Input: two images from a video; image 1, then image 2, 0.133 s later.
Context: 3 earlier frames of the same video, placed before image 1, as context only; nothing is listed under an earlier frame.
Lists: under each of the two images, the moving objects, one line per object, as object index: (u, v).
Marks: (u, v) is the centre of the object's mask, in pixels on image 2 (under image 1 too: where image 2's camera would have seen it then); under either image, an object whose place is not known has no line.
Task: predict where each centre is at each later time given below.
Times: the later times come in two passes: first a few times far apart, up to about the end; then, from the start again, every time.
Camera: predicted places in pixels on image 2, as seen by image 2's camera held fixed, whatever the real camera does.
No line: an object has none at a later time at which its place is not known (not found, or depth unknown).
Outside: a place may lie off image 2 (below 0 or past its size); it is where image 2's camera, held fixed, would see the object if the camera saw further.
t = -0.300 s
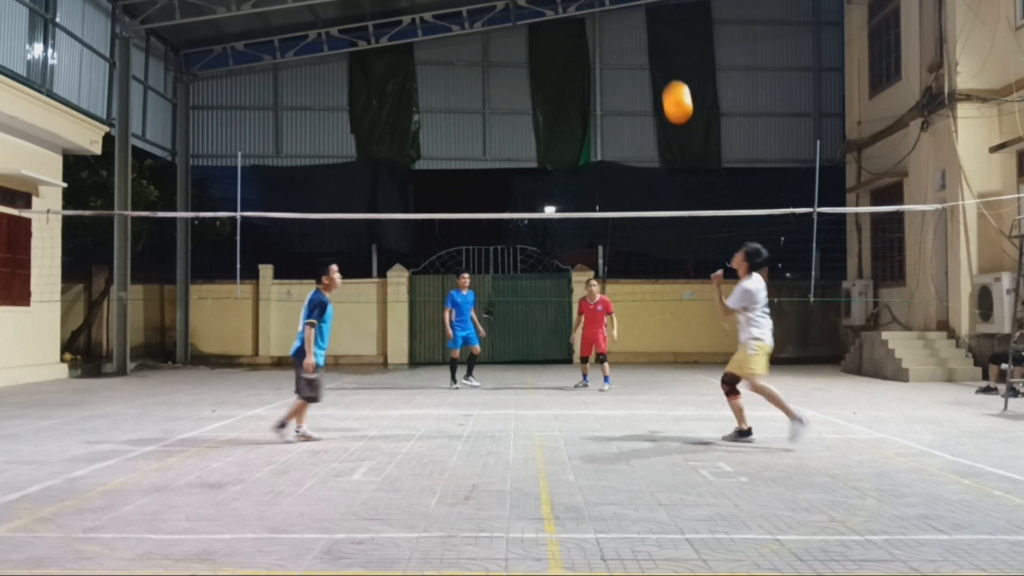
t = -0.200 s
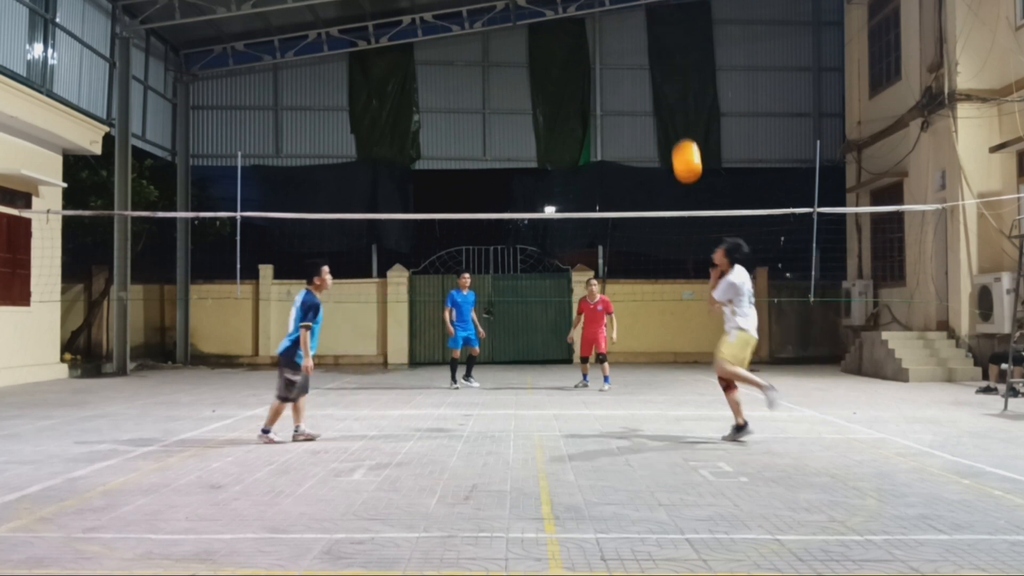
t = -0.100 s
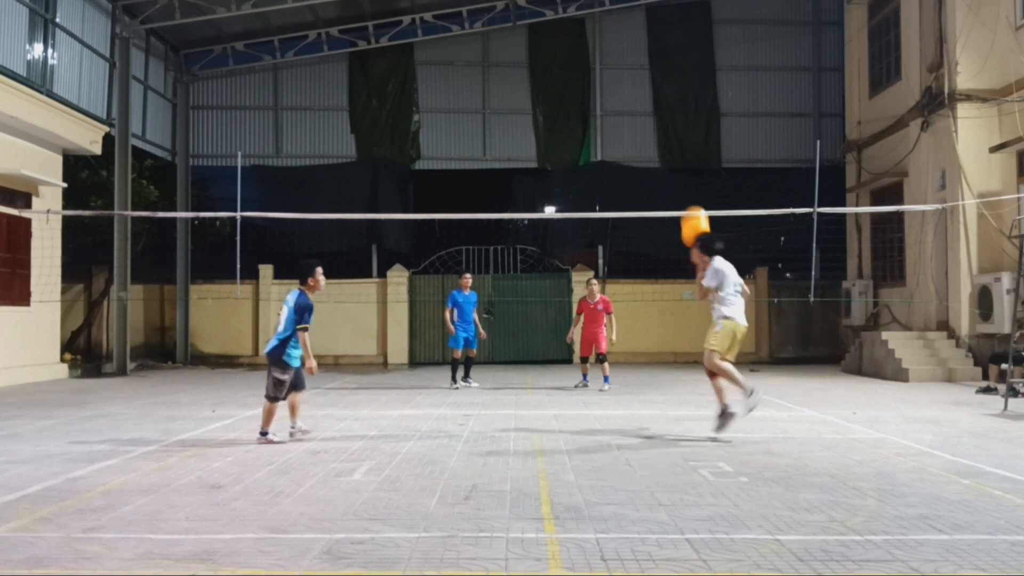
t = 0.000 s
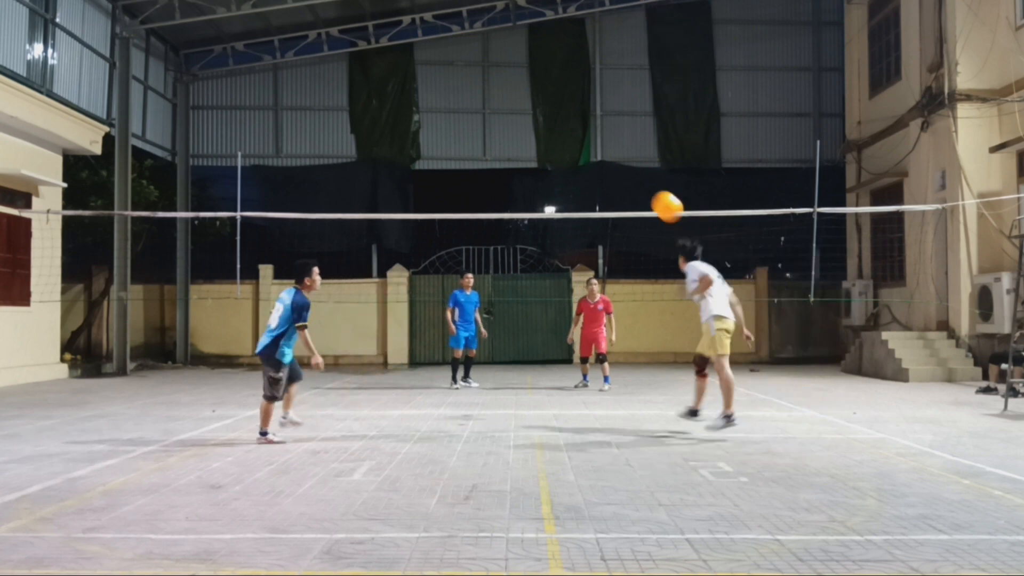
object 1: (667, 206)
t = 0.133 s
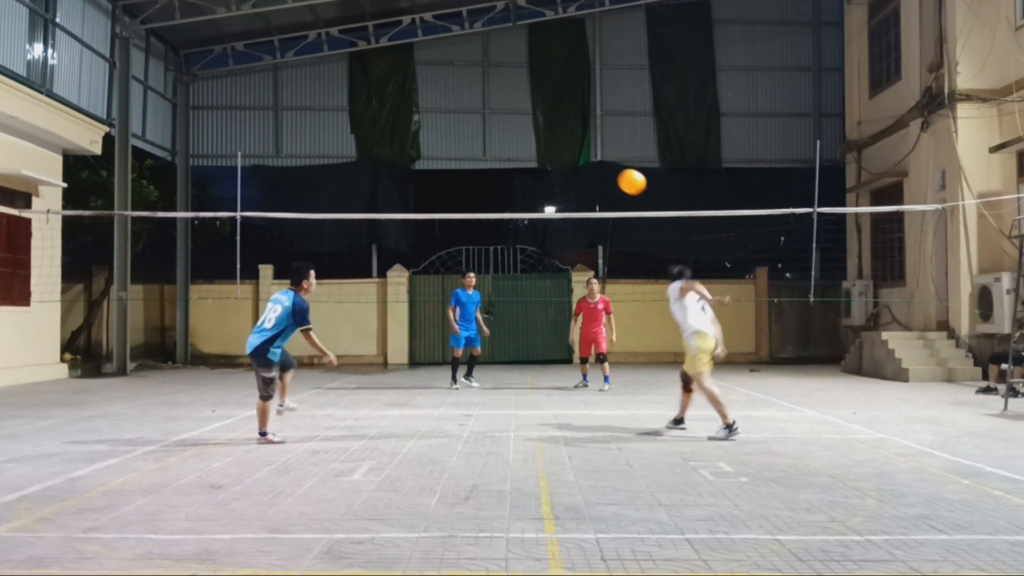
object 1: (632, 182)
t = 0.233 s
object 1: (610, 175)
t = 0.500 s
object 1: (567, 199)
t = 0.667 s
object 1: (547, 237)
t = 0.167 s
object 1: (624, 178)
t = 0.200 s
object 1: (616, 176)
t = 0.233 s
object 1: (610, 175)
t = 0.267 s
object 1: (603, 175)
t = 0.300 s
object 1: (597, 176)
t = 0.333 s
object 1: (591, 178)
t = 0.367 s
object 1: (586, 181)
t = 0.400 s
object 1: (581, 184)
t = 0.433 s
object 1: (576, 189)
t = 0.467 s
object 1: (571, 194)
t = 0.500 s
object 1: (567, 199)
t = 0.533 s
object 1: (563, 204)
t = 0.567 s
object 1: (559, 213)
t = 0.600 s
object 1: (554, 224)
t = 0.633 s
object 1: (551, 229)
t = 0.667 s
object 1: (547, 237)
